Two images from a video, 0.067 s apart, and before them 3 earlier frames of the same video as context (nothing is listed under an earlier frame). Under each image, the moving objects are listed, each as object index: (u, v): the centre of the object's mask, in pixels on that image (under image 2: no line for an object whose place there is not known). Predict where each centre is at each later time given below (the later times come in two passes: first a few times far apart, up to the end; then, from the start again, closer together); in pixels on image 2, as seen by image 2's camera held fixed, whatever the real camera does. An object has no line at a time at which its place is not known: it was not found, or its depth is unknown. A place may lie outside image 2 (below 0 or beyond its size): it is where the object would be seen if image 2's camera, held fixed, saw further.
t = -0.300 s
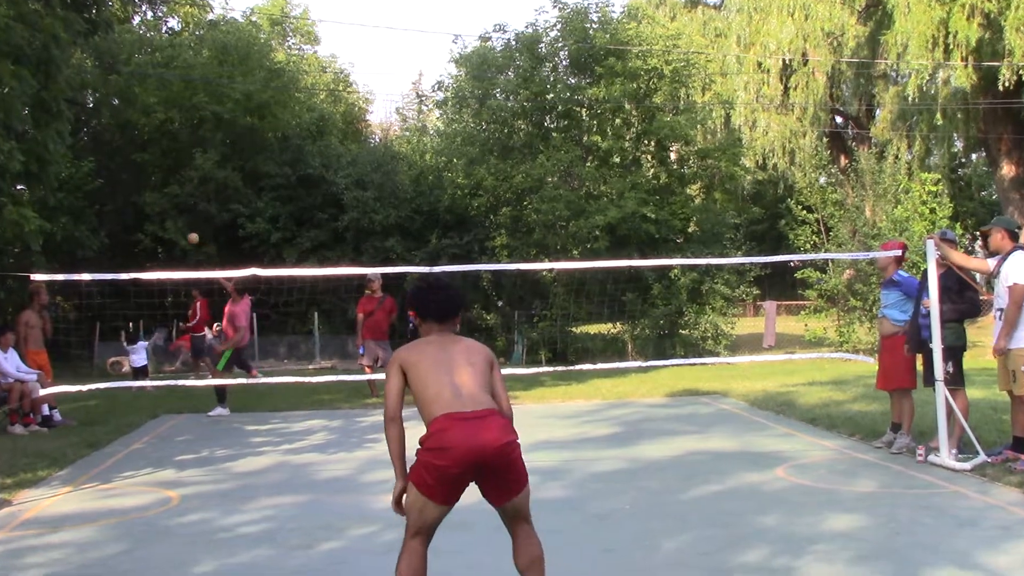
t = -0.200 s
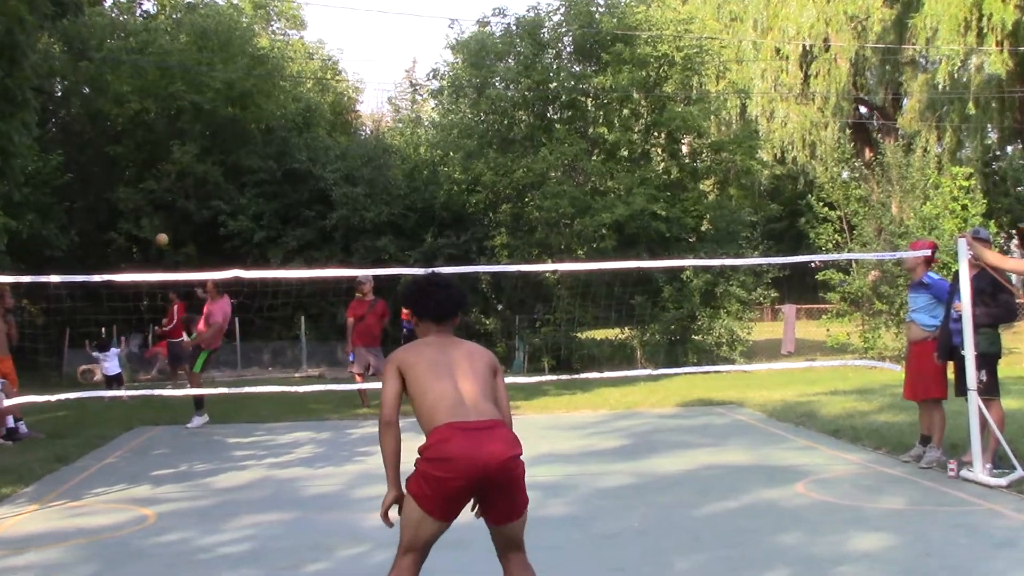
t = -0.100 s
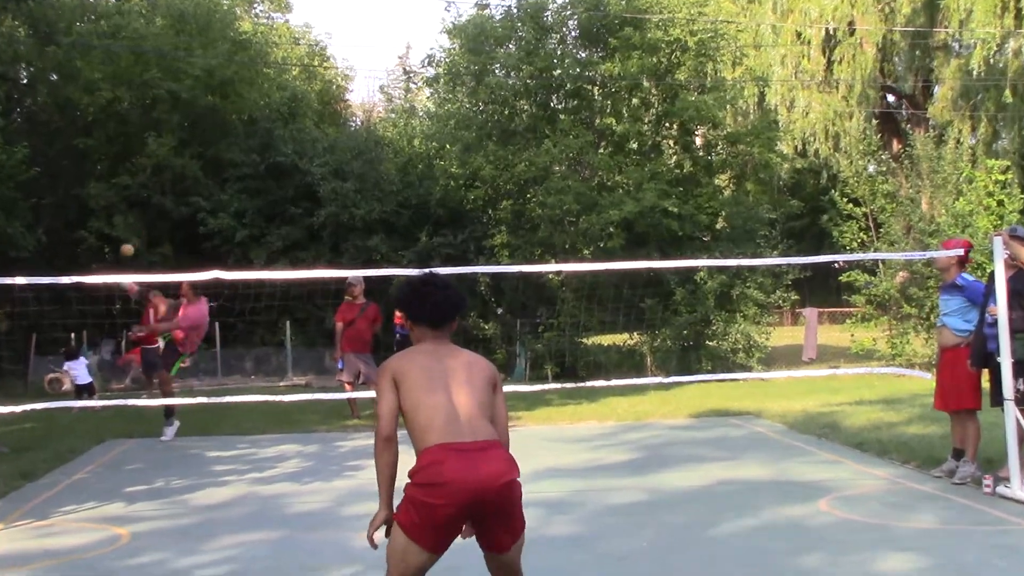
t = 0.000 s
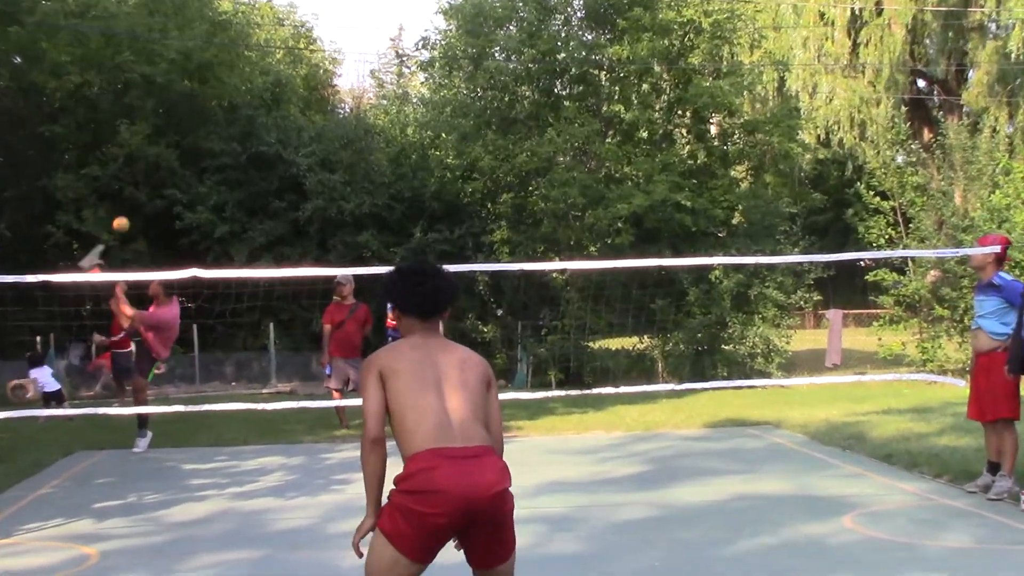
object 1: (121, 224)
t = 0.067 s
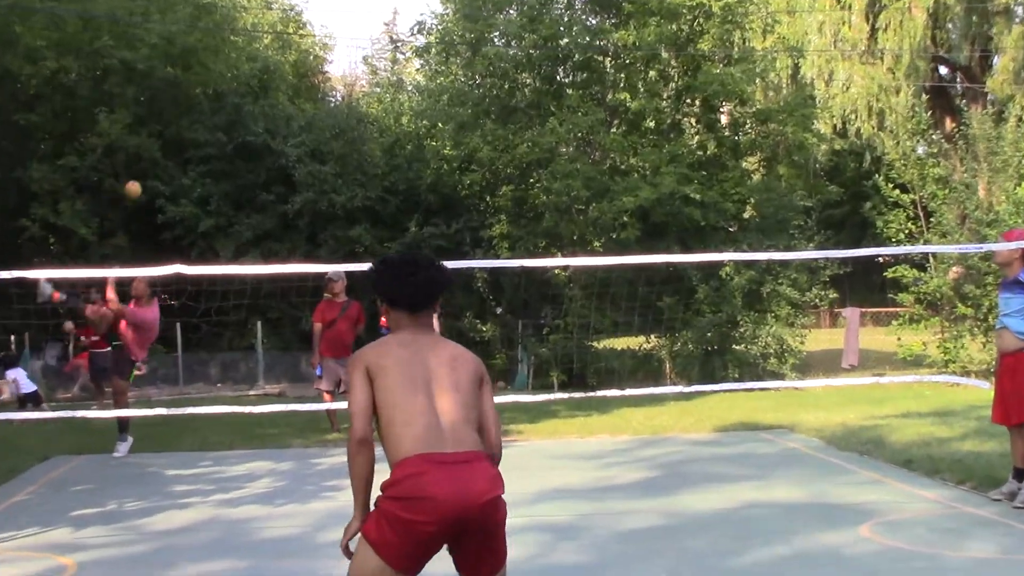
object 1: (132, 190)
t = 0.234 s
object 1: (224, 138)
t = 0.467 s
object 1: (419, 117)
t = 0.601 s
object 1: (578, 154)
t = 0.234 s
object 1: (224, 138)
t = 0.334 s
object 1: (297, 118)
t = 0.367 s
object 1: (325, 115)
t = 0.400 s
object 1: (353, 115)
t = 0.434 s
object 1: (385, 114)
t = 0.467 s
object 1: (419, 117)
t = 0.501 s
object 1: (455, 123)
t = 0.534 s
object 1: (494, 131)
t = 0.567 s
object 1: (534, 141)
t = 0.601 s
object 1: (578, 154)
